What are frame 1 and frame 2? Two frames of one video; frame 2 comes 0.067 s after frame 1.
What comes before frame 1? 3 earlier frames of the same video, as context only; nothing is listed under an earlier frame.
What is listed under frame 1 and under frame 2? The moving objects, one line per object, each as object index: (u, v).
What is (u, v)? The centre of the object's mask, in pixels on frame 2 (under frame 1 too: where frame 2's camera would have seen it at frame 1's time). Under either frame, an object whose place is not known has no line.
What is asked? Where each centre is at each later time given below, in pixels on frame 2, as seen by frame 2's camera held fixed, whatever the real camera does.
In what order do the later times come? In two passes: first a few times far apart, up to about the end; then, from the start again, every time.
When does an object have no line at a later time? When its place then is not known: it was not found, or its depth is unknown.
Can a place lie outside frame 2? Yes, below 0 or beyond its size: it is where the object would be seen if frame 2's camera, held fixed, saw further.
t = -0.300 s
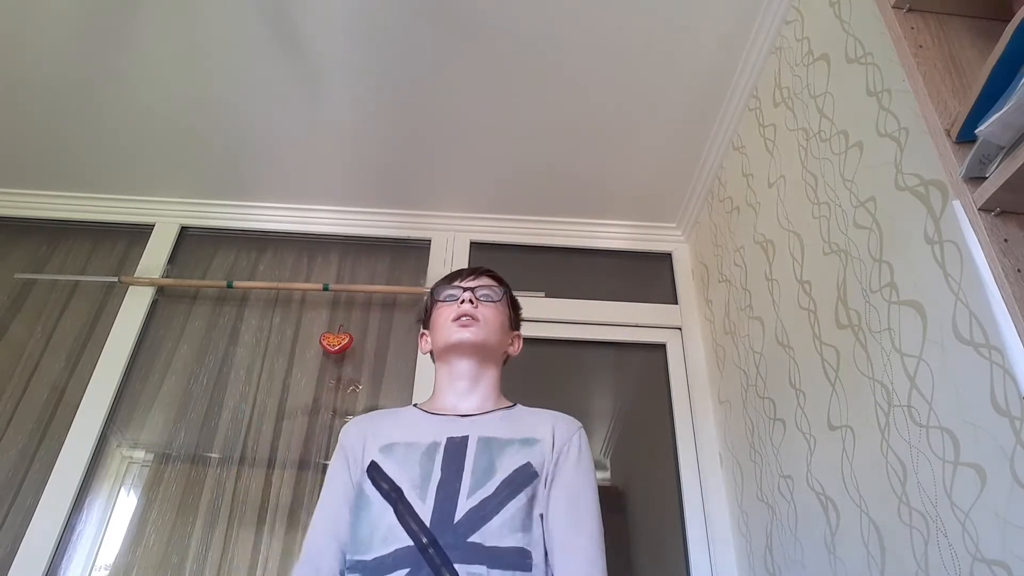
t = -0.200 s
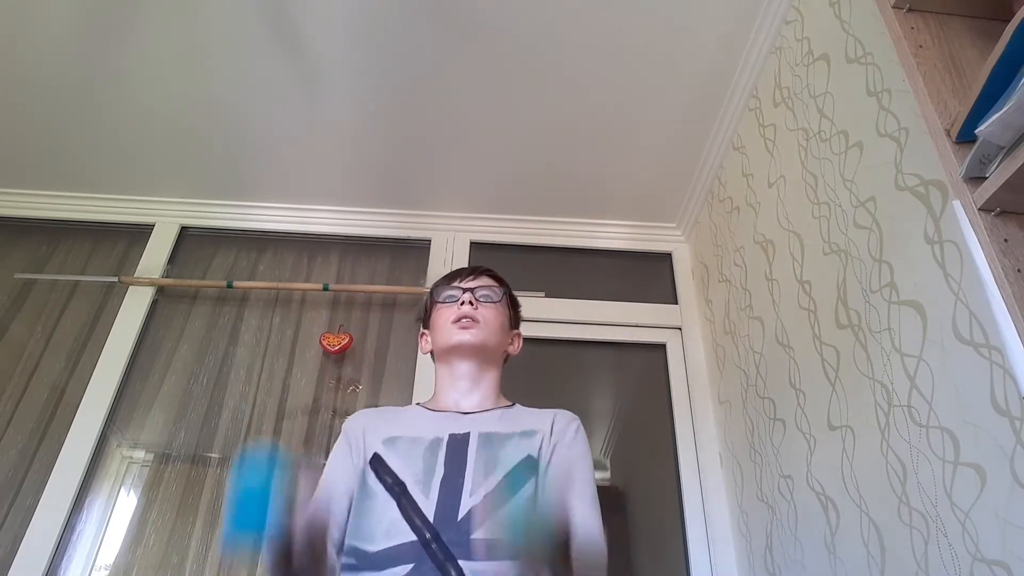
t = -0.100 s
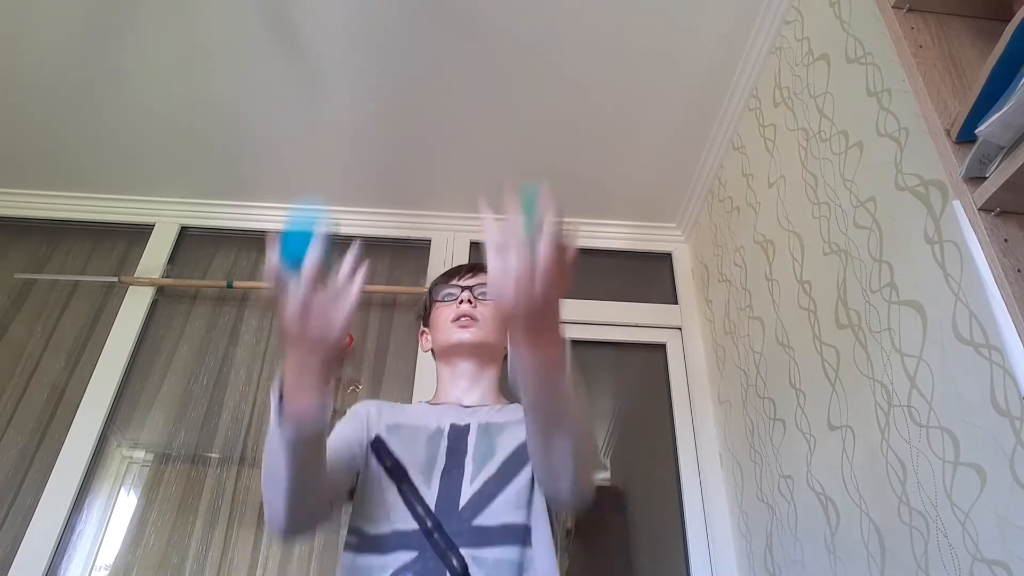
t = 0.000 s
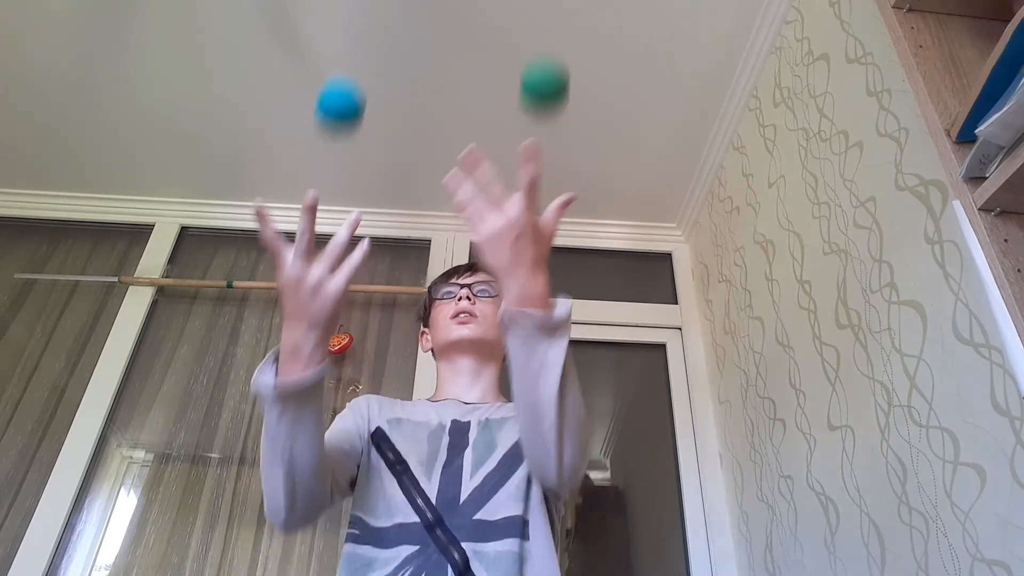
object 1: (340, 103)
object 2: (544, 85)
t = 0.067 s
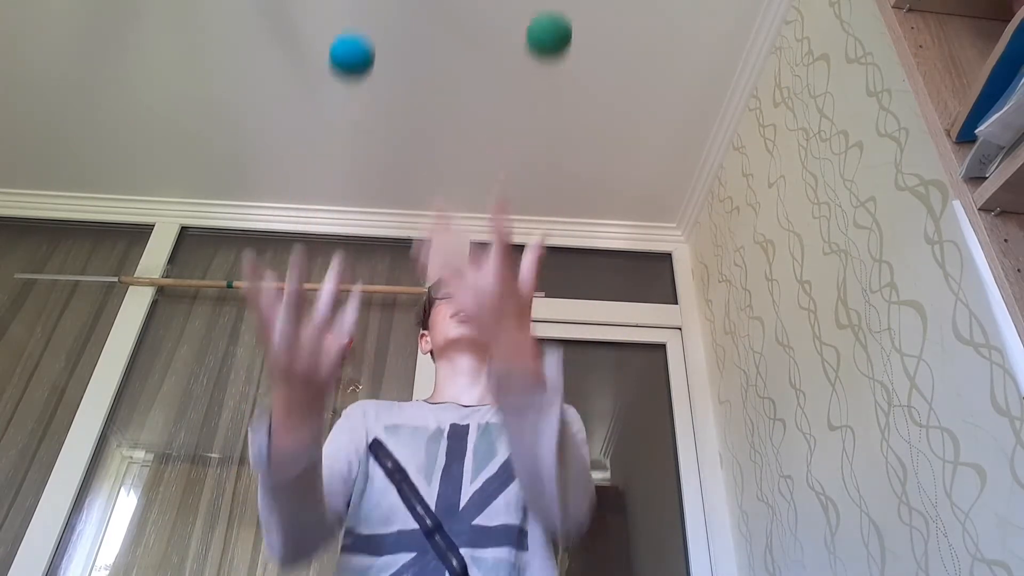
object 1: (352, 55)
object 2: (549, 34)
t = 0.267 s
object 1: (354, 28)
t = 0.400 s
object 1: (332, 102)
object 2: (576, 75)
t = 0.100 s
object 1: (355, 39)
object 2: (551, 20)
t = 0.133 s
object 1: (357, 29)
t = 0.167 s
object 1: (358, 22)
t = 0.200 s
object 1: (357, 21)
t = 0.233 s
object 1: (356, 22)
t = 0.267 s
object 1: (354, 28)
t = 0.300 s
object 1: (350, 39)
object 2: (566, 18)
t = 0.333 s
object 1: (346, 54)
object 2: (569, 30)
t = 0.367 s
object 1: (340, 74)
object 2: (572, 48)
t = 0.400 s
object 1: (332, 102)
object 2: (576, 75)
